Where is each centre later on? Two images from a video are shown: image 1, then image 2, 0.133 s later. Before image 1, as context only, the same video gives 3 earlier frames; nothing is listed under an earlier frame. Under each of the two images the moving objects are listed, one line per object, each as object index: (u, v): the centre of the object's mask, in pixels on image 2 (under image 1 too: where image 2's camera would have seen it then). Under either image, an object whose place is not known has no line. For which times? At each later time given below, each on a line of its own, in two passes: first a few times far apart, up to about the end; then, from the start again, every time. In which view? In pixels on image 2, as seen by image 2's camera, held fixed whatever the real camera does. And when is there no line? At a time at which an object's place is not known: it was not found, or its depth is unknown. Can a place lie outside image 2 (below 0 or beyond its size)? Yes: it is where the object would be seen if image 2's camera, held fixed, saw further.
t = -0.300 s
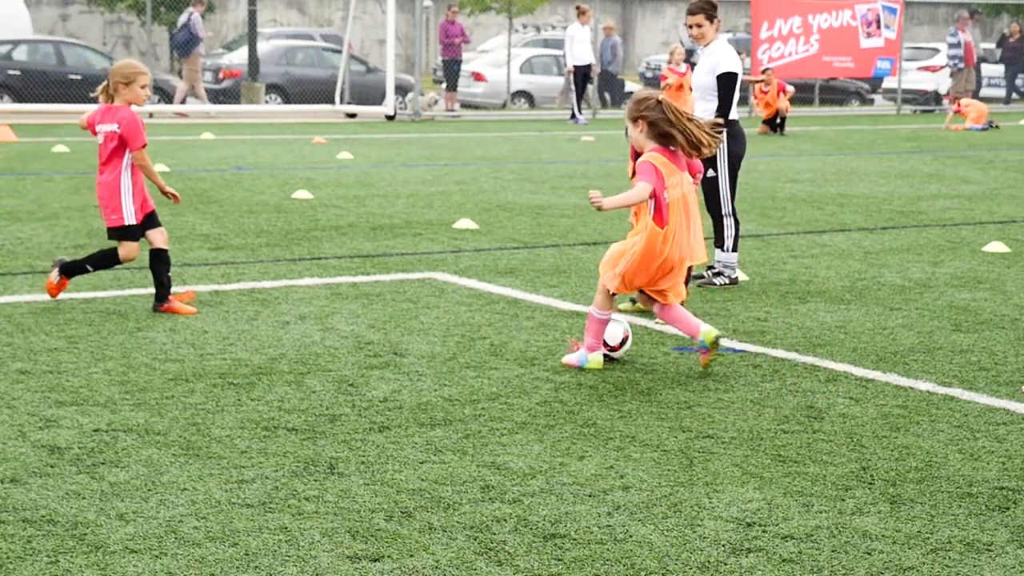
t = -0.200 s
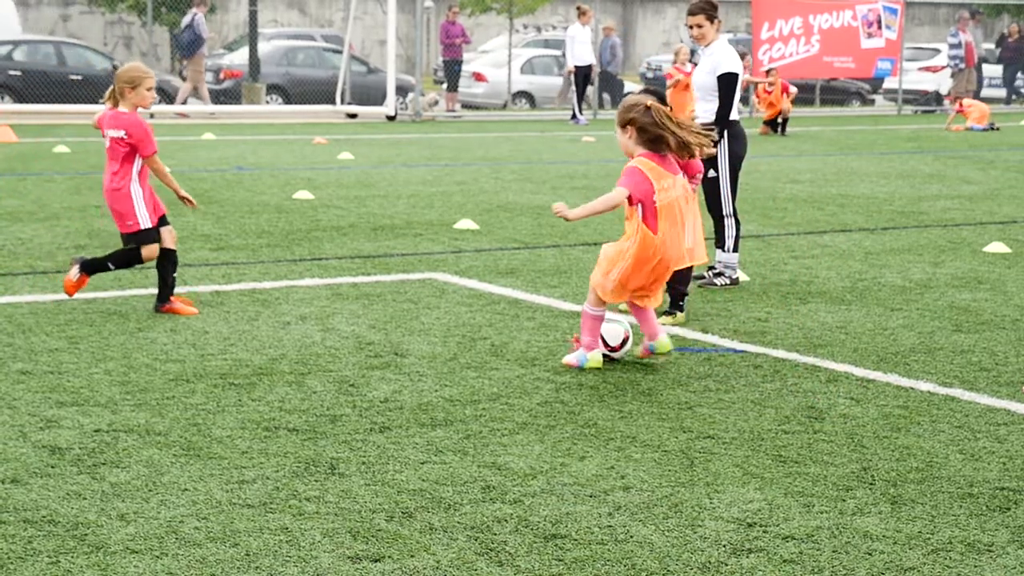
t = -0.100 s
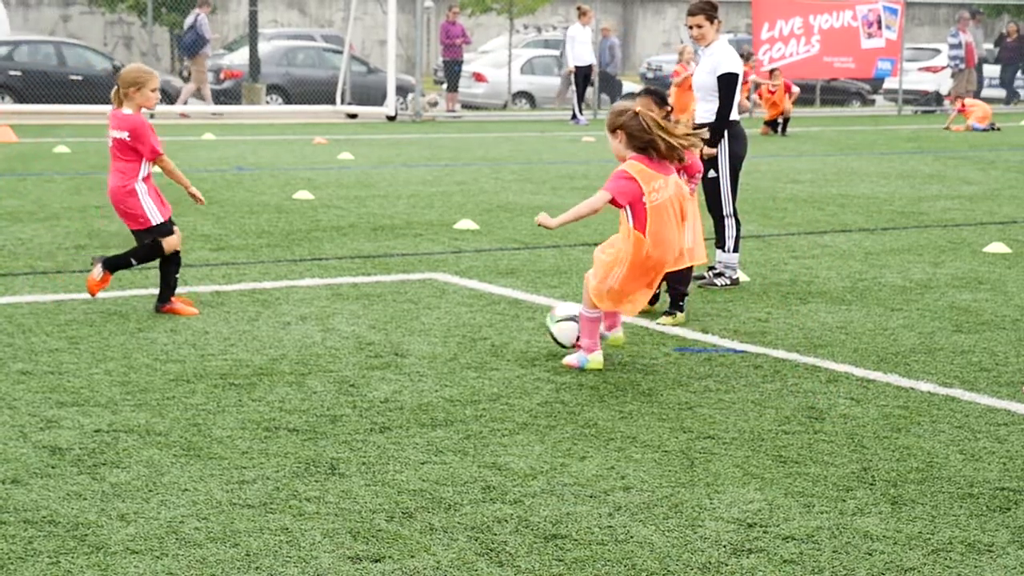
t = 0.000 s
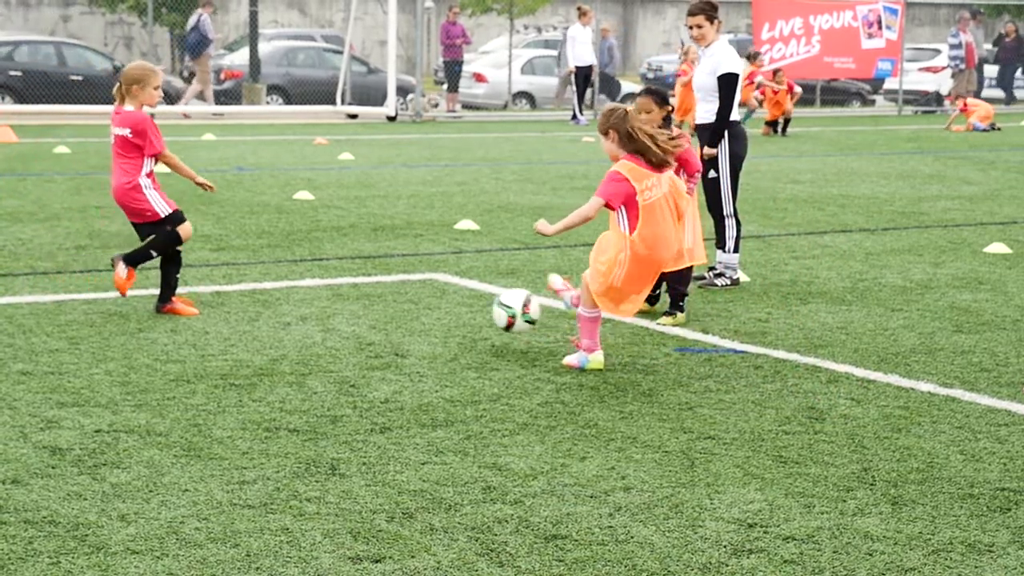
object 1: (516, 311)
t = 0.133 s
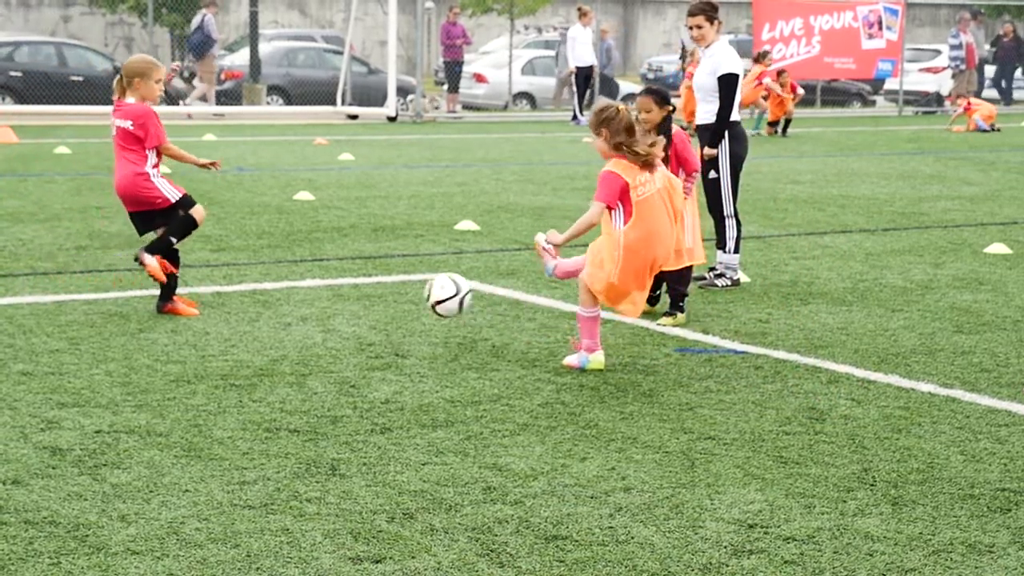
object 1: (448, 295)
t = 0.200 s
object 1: (414, 287)
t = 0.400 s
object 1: (319, 273)
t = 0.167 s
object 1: (431, 291)
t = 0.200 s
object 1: (414, 287)
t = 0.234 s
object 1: (398, 285)
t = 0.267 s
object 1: (382, 282)
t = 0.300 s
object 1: (366, 279)
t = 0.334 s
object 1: (351, 277)
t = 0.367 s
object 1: (336, 275)
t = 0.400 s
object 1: (319, 273)
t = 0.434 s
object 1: (303, 271)
